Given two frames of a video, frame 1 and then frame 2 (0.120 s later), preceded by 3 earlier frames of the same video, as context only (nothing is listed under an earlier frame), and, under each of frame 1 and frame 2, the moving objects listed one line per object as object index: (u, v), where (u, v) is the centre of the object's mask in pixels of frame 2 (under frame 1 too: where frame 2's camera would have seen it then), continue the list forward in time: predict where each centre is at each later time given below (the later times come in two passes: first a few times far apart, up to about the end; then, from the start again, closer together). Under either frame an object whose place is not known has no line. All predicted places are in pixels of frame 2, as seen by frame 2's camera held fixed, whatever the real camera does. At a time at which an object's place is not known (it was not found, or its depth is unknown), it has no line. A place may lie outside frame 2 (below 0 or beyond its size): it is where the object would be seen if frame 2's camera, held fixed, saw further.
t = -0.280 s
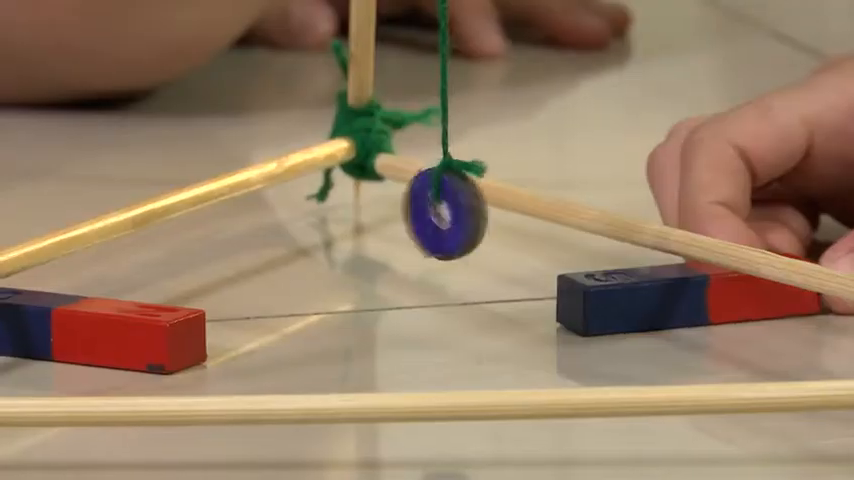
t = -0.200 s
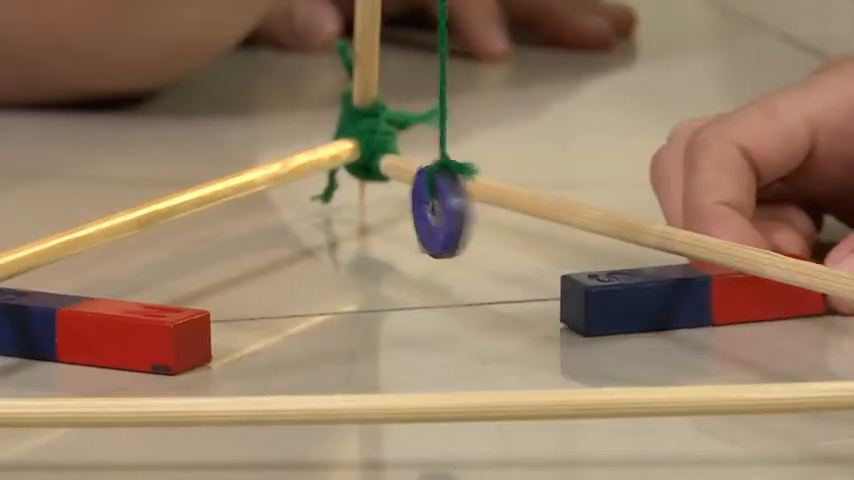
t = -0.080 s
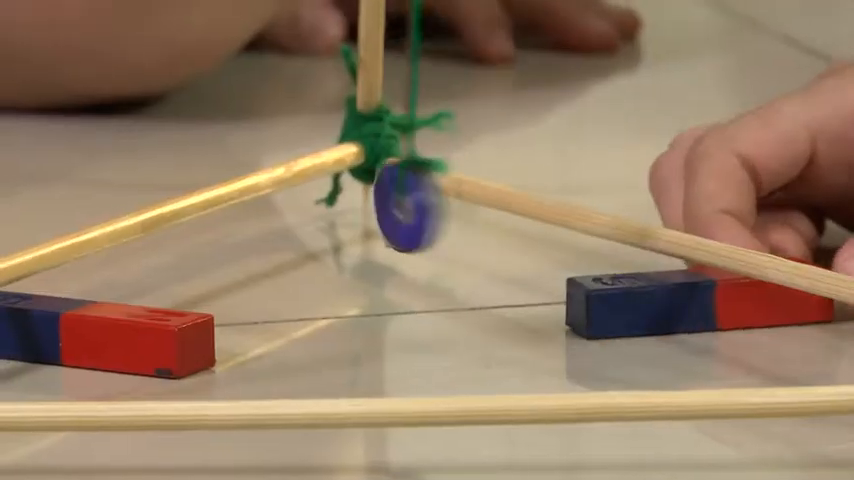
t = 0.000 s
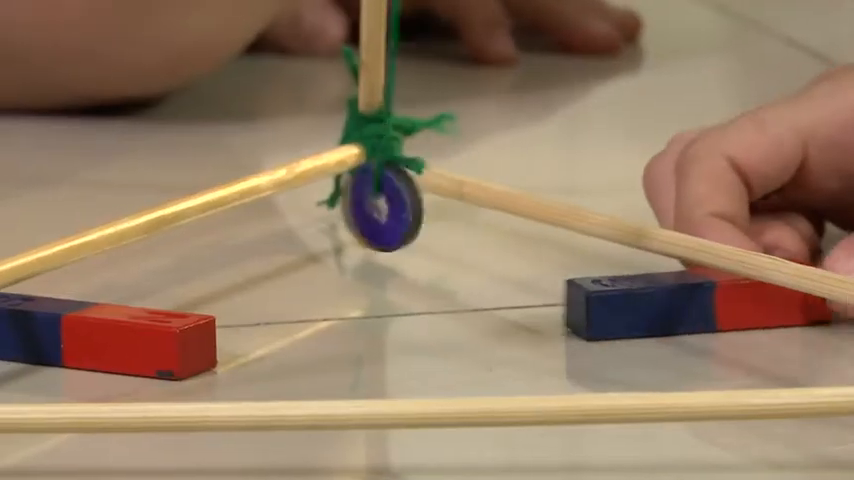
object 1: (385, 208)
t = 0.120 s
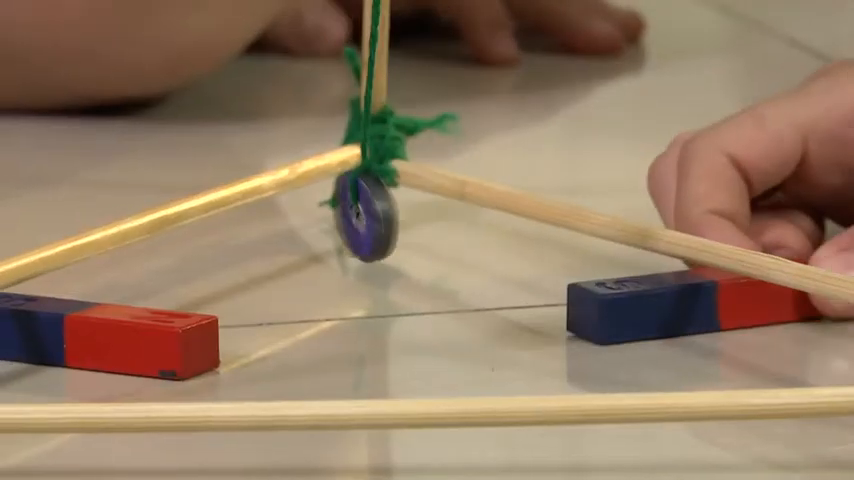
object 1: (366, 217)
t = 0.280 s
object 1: (375, 229)
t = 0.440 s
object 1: (402, 216)
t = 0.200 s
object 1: (366, 225)
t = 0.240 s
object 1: (369, 226)
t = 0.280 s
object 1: (375, 229)
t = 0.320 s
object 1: (377, 226)
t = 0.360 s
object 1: (384, 223)
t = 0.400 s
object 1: (394, 220)
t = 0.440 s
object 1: (402, 216)
